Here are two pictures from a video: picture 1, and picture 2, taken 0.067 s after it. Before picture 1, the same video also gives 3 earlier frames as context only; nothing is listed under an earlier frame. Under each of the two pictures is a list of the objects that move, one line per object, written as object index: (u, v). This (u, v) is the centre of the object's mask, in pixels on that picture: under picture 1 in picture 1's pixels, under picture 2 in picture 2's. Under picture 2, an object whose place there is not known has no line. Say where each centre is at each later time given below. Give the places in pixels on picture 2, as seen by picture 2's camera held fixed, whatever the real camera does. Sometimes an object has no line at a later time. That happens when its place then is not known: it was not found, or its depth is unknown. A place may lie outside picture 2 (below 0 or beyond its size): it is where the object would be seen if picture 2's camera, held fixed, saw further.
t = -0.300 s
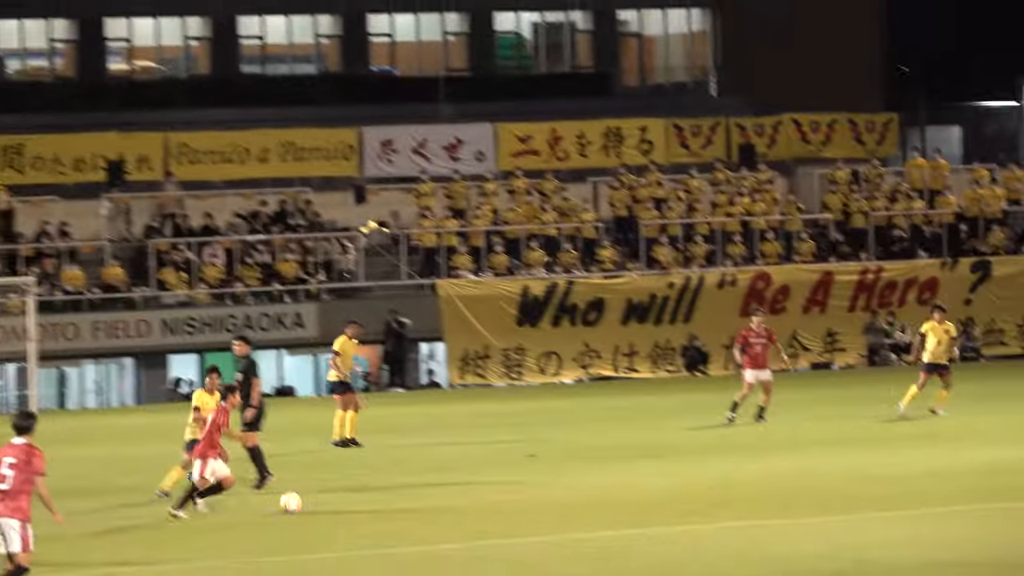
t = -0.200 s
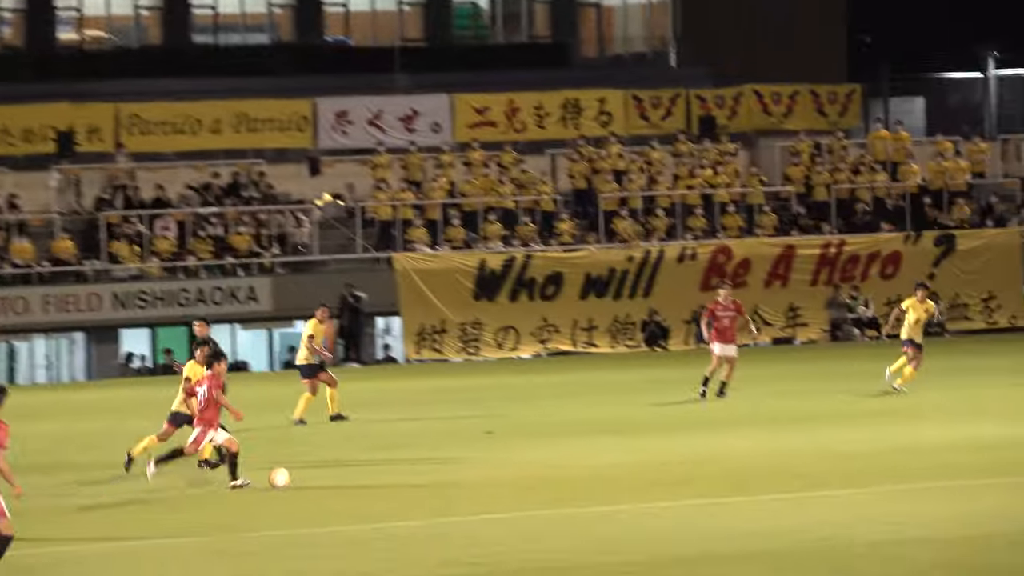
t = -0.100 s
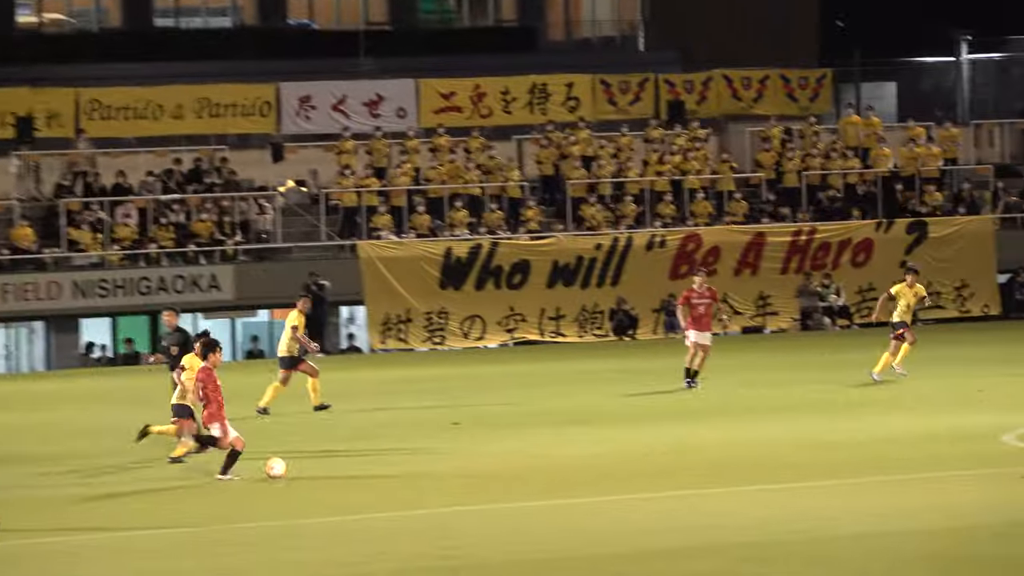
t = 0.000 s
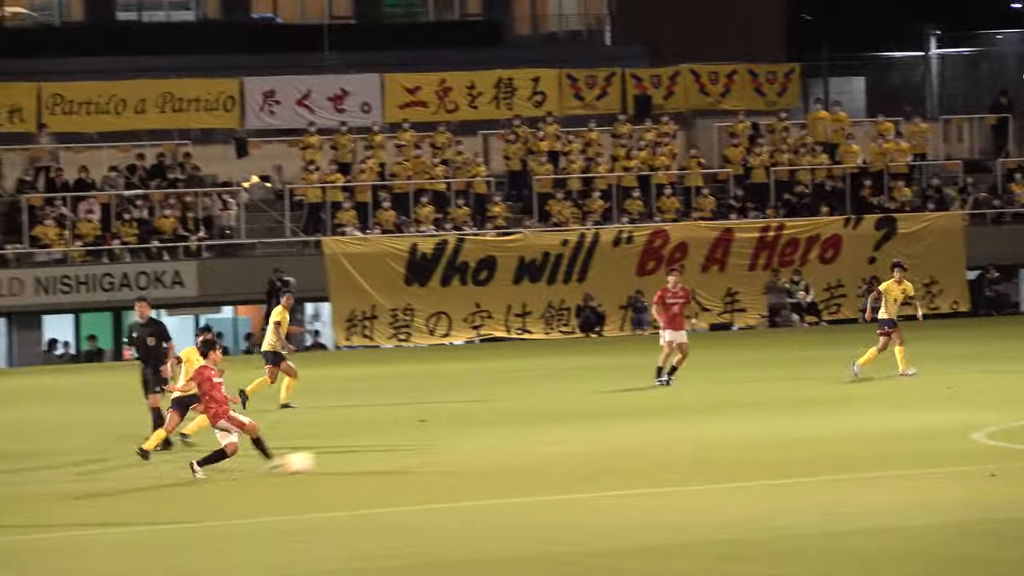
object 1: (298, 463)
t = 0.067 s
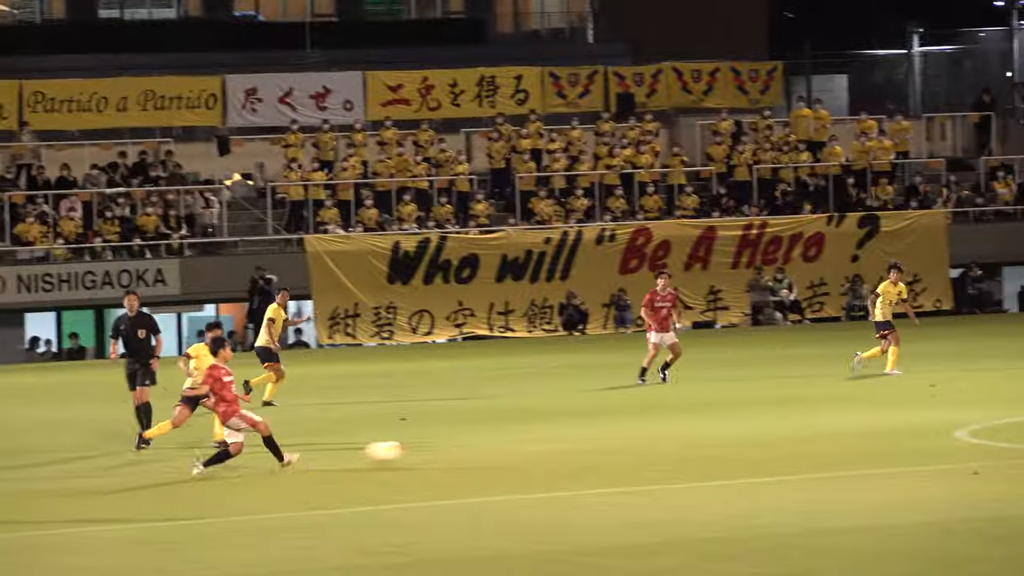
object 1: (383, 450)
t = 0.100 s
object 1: (436, 448)
